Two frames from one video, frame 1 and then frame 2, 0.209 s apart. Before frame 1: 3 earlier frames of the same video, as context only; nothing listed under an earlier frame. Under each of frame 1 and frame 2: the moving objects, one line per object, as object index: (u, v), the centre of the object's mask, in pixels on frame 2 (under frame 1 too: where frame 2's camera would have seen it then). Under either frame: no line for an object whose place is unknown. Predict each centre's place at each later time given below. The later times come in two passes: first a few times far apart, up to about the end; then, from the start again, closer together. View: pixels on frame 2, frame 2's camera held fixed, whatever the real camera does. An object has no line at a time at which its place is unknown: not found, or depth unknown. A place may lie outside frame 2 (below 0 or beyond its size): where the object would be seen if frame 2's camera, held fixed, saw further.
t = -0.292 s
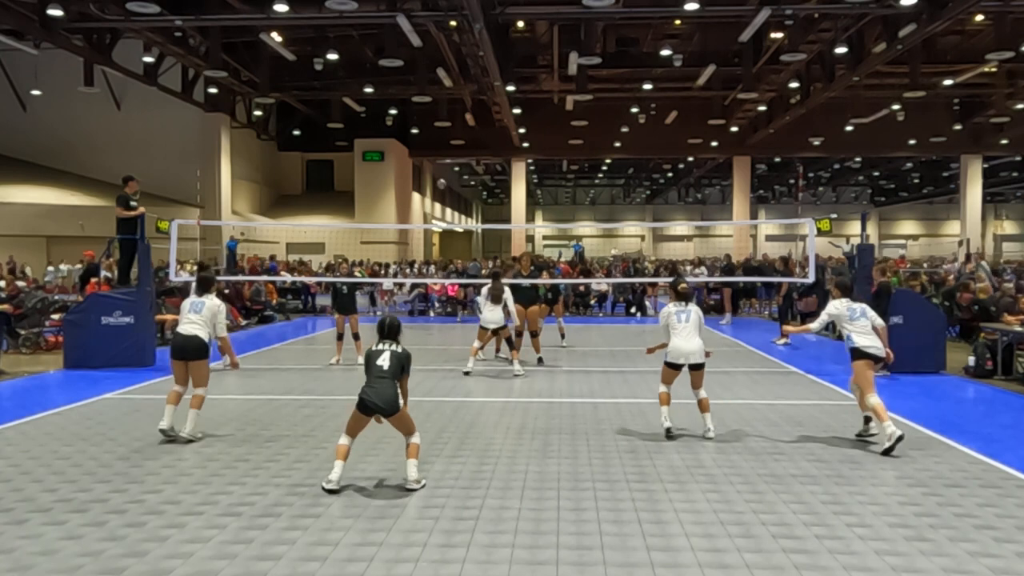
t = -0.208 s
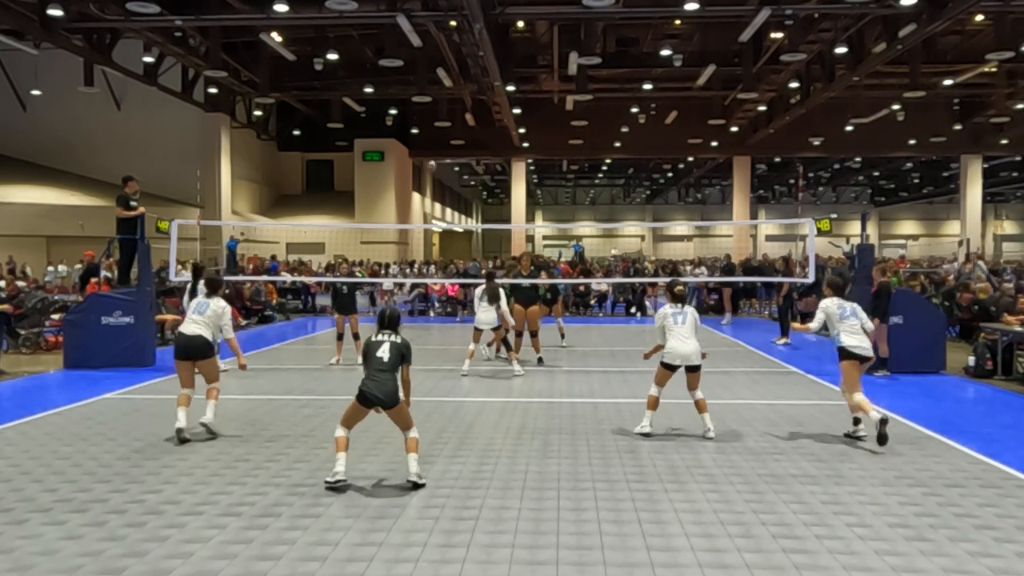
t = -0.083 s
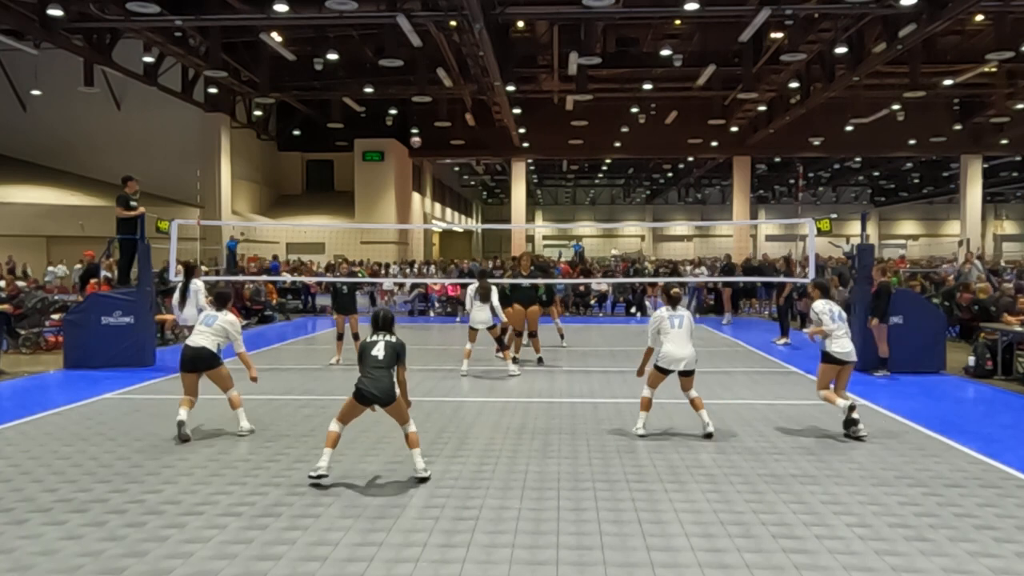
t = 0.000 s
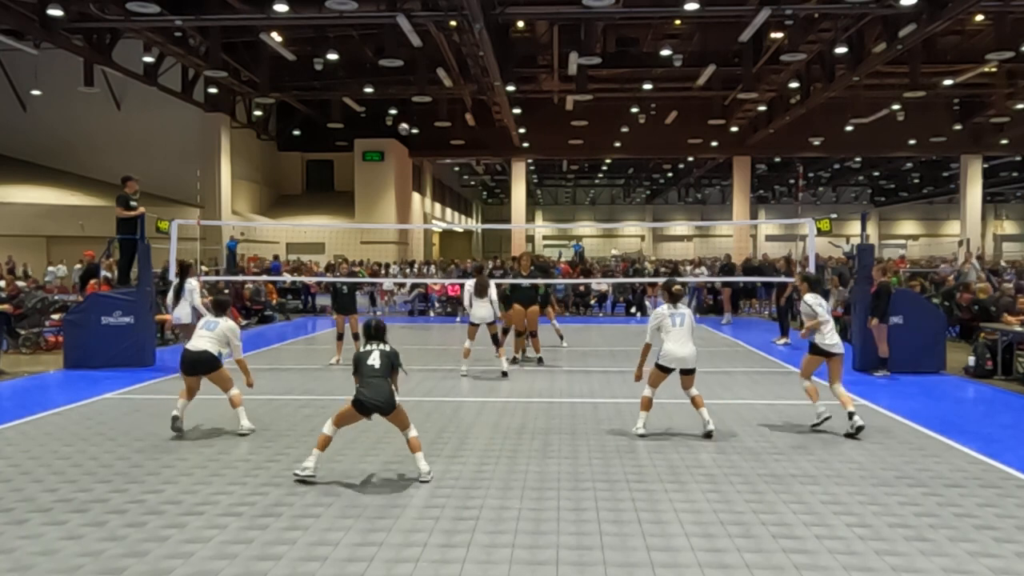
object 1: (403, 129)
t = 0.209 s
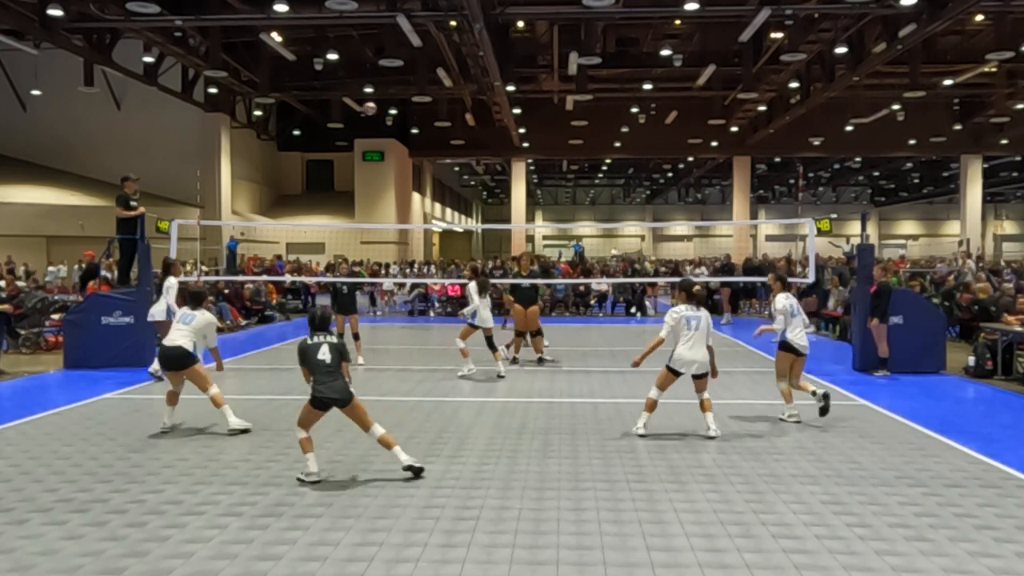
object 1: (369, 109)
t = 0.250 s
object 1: (362, 107)
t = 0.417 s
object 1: (328, 112)
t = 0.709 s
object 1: (251, 174)
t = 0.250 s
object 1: (362, 107)
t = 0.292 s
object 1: (354, 106)
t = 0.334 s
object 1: (346, 107)
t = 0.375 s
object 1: (337, 109)
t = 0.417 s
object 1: (328, 112)
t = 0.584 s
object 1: (287, 138)
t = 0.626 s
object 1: (276, 149)
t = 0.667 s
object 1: (264, 161)
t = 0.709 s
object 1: (251, 174)
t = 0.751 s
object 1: (238, 192)
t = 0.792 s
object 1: (223, 211)
